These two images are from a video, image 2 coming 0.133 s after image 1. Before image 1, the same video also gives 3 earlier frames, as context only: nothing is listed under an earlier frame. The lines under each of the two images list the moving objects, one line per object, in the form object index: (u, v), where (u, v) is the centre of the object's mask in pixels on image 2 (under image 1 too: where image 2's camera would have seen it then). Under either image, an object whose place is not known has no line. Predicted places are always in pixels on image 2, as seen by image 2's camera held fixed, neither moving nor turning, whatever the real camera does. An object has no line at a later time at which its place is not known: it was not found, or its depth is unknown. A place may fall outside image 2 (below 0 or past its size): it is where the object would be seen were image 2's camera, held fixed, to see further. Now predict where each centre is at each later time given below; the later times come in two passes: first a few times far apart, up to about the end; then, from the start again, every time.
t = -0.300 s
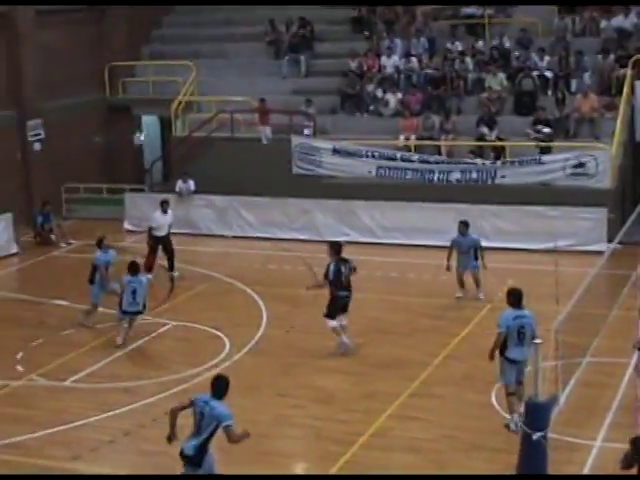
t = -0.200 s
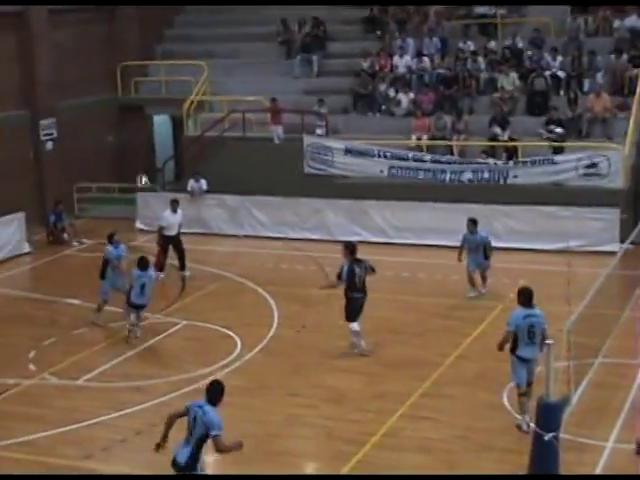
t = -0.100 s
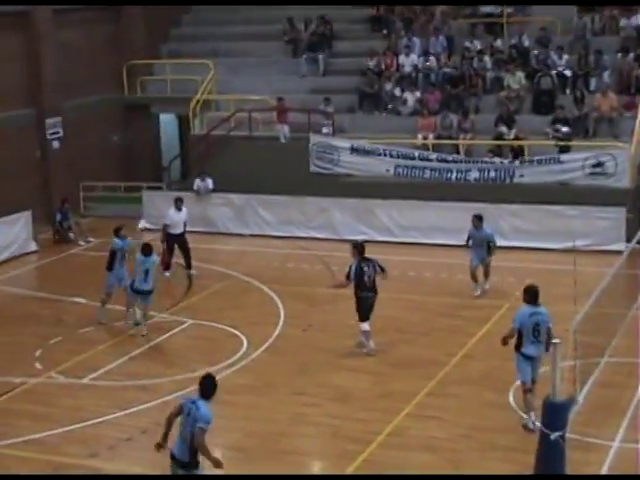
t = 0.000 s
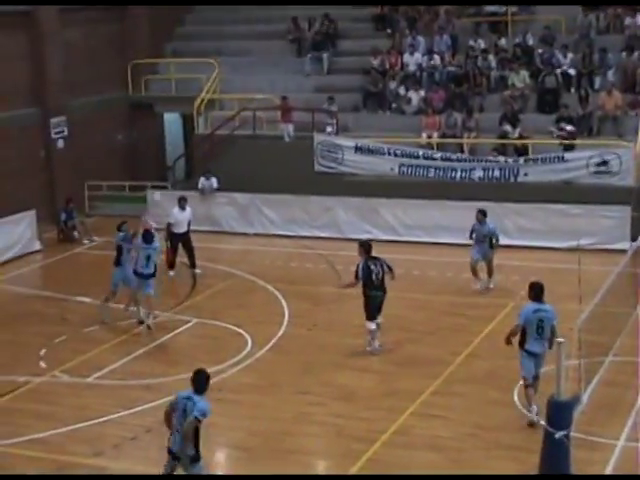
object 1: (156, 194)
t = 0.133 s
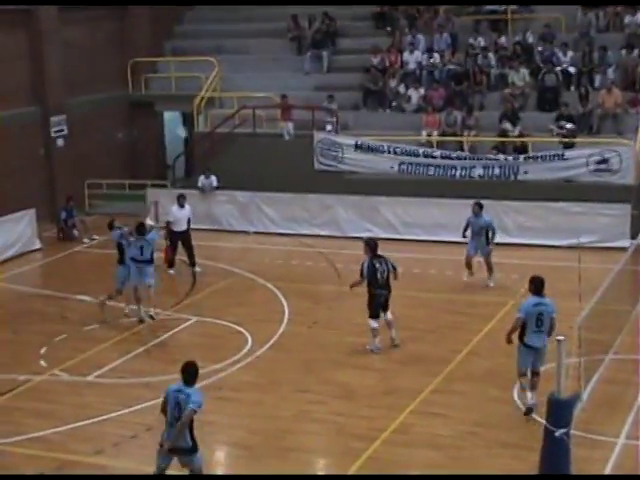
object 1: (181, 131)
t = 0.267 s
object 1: (207, 79)
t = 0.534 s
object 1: (261, 6)
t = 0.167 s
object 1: (187, 118)
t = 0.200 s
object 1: (194, 103)
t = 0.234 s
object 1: (200, 89)
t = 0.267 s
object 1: (207, 79)
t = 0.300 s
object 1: (214, 67)
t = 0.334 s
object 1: (219, 56)
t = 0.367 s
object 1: (226, 47)
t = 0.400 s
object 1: (233, 36)
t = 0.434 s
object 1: (241, 29)
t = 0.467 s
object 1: (247, 19)
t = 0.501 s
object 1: (253, 12)
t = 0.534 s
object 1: (261, 6)
